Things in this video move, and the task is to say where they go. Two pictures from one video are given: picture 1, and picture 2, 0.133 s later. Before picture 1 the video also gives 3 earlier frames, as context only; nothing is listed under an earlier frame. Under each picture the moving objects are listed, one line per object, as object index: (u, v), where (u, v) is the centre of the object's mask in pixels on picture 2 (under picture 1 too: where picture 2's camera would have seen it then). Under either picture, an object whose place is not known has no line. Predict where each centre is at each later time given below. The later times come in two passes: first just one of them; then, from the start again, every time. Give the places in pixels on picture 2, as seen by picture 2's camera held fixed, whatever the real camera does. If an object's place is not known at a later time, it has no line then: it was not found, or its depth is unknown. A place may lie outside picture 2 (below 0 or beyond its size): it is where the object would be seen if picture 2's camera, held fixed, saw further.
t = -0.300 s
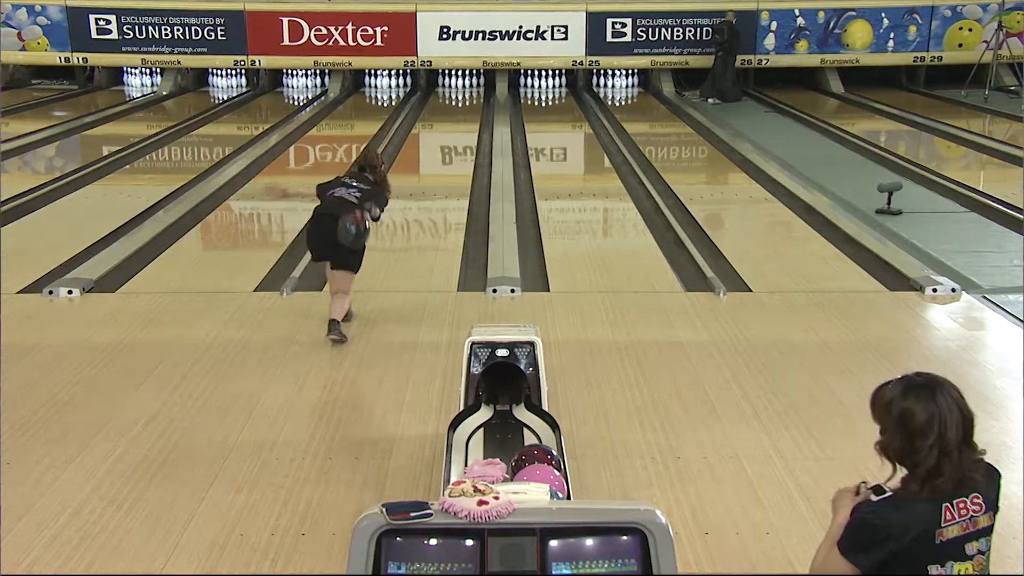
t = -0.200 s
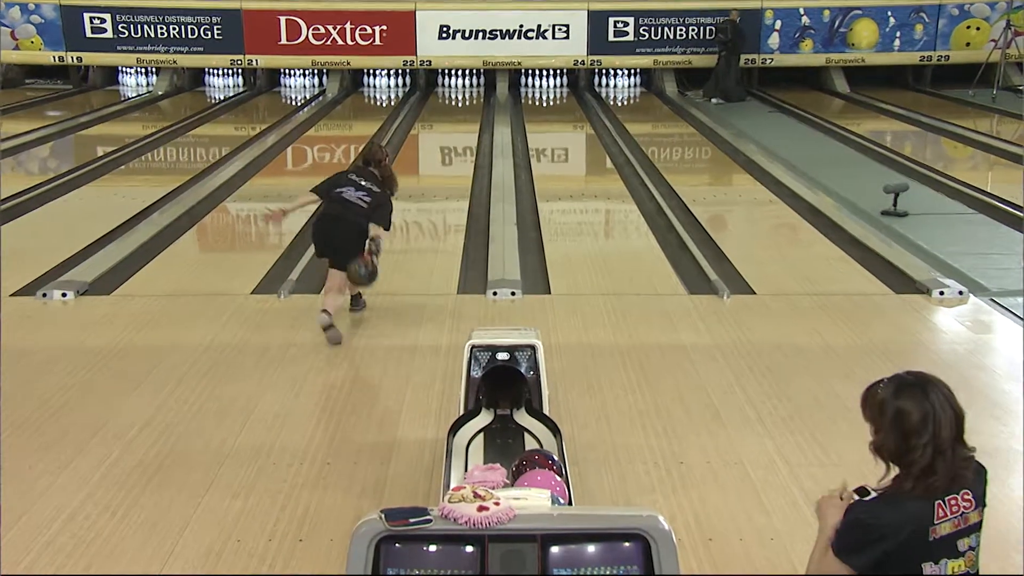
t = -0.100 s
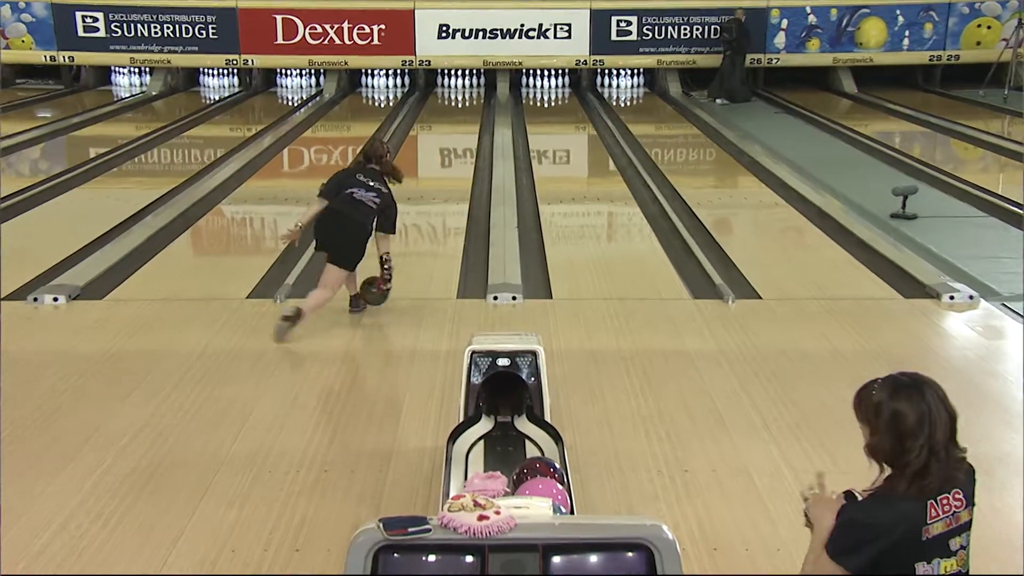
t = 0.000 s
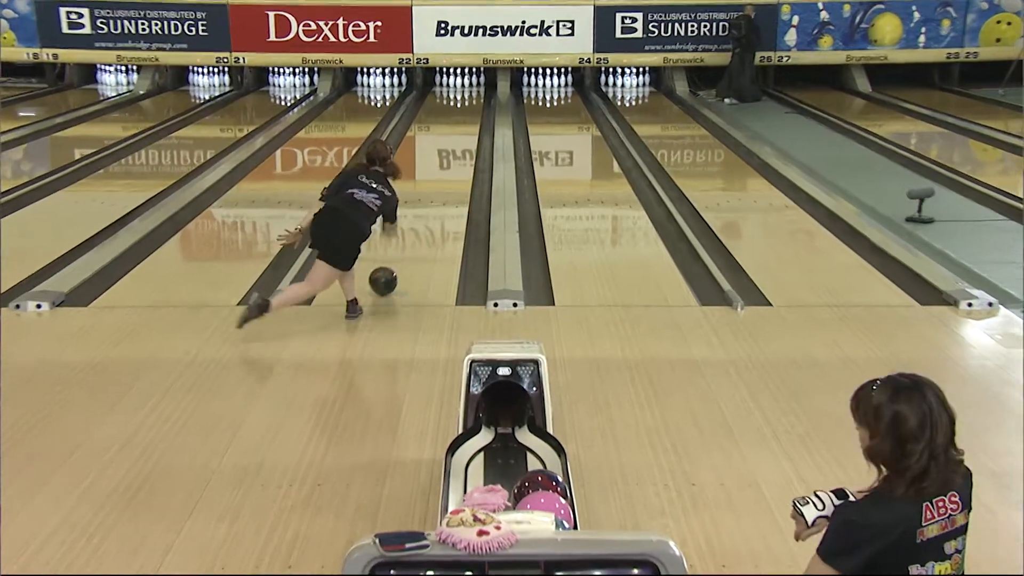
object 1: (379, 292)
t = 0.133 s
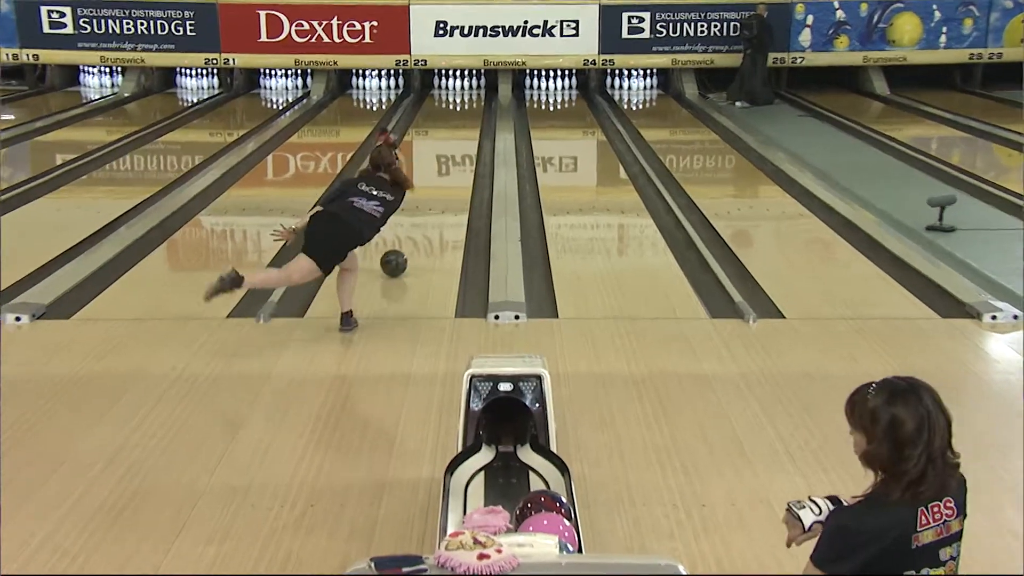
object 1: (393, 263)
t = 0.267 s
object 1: (405, 239)
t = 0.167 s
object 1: (397, 257)
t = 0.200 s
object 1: (400, 250)
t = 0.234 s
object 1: (402, 244)
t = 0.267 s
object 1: (405, 239)
